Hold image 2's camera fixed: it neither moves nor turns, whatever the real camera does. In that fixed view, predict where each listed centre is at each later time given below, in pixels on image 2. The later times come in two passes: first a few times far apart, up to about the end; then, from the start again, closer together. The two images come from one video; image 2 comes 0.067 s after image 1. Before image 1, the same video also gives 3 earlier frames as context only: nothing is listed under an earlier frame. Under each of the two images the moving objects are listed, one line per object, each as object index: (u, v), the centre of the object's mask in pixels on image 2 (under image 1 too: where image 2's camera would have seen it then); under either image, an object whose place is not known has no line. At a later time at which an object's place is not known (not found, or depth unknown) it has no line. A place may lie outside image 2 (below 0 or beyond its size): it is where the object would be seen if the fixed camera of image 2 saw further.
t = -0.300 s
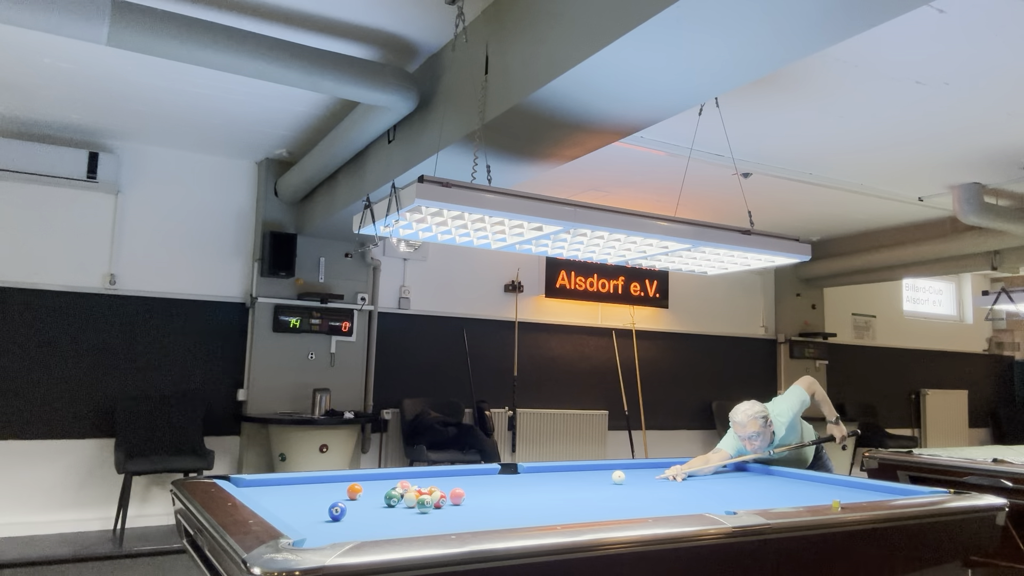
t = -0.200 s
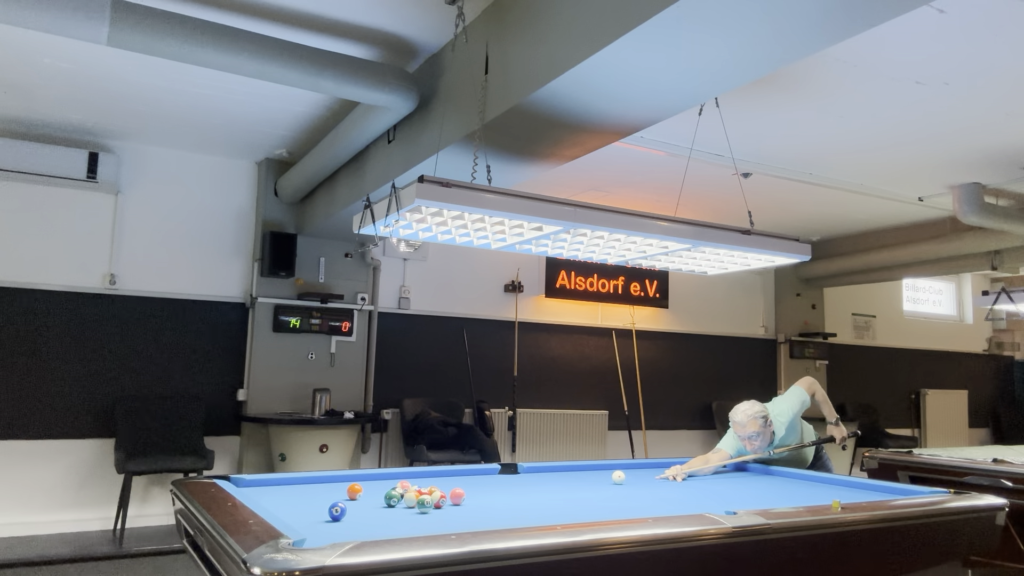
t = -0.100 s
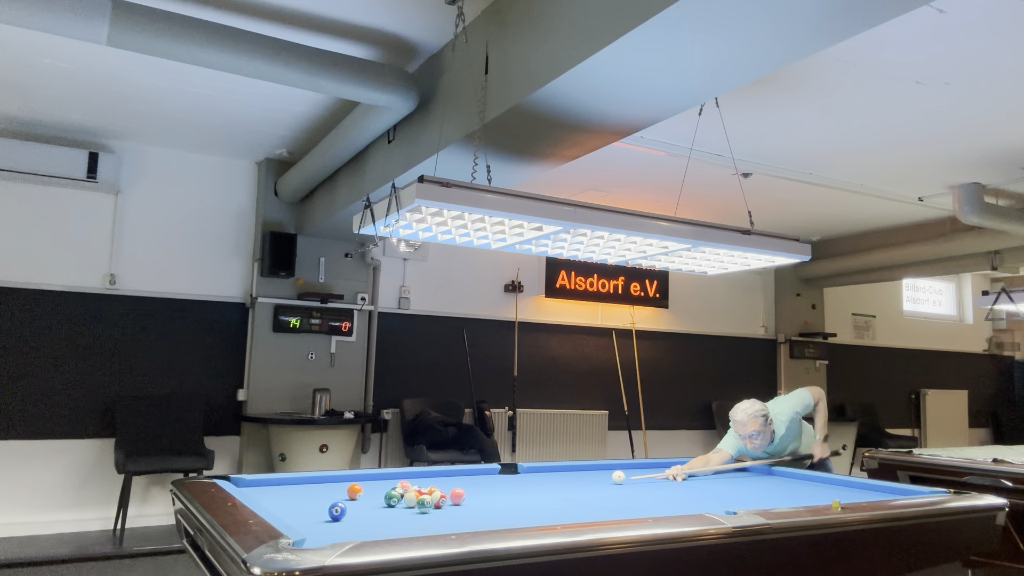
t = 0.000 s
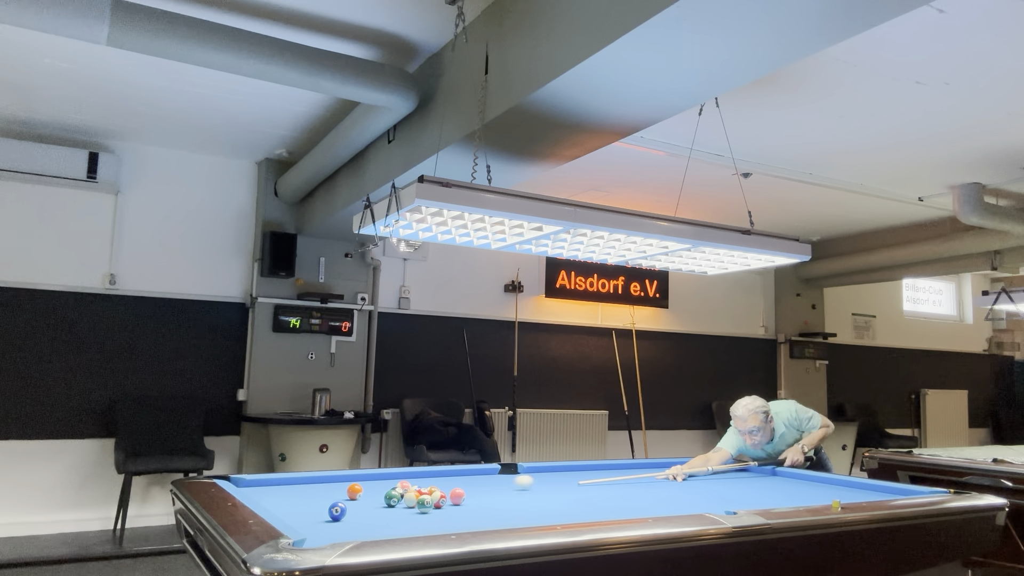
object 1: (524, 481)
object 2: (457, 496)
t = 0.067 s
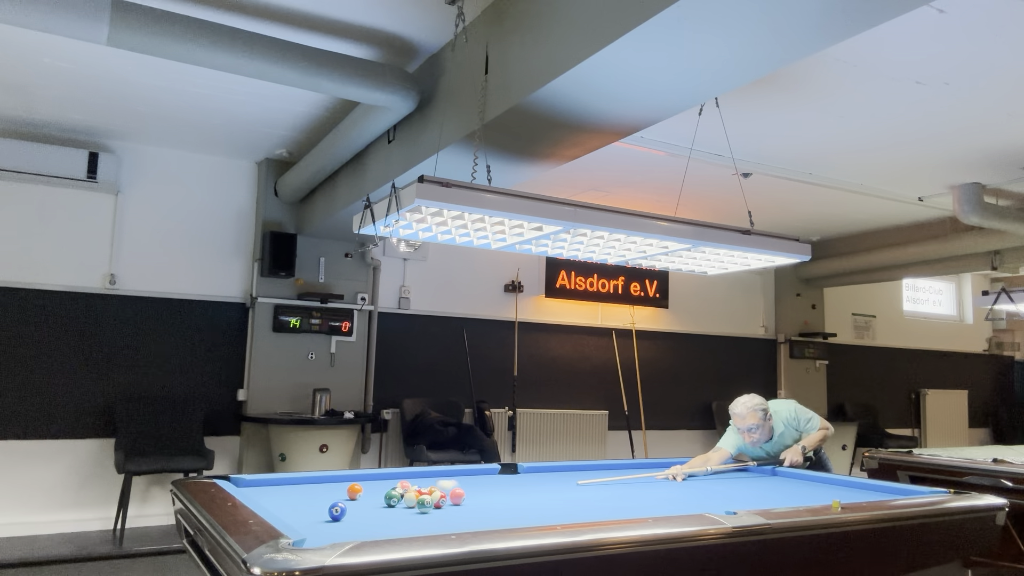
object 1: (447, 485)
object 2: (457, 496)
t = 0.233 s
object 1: (373, 487)
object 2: (463, 496)
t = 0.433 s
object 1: (342, 494)
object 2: (480, 498)
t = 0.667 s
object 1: (315, 496)
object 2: (499, 500)
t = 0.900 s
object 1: (289, 493)
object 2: (517, 502)
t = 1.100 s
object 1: (267, 499)
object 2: (532, 503)
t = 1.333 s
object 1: (270, 499)
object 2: (548, 505)
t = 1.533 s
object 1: (280, 499)
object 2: (562, 506)
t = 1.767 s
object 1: (293, 500)
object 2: (576, 508)
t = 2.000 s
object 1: (303, 499)
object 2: (589, 509)
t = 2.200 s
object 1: (312, 499)
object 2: (600, 510)
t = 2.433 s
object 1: (320, 499)
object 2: (611, 511)
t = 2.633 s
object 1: (326, 499)
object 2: (620, 511)
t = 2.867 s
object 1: (332, 500)
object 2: (628, 511)
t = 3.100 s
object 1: (336, 500)
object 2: (636, 511)
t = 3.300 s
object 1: (339, 500)
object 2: (641, 511)
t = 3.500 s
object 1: (341, 500)
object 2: (645, 512)
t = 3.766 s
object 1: (342, 500)
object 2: (648, 512)
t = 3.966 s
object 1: (342, 500)
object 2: (648, 512)
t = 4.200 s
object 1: (343, 500)
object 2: (648, 512)
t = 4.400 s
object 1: (342, 500)
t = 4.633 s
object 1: (342, 500)
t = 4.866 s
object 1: (342, 500)
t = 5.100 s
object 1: (342, 500)
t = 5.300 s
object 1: (342, 500)
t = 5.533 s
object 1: (342, 500)
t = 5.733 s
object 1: (344, 498)
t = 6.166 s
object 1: (343, 500)
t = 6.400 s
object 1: (342, 500)
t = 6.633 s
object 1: (342, 500)
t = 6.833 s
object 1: (342, 499)
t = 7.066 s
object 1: (342, 500)
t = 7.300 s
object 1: (343, 500)
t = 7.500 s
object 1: (343, 500)
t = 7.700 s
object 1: (342, 500)
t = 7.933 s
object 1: (343, 500)
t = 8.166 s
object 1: (342, 500)
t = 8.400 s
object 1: (342, 500)
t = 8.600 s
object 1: (342, 500)
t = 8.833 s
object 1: (342, 500)
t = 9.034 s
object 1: (342, 500)
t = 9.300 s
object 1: (342, 500)
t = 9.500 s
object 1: (342, 499)
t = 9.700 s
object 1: (342, 500)
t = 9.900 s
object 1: (342, 499)
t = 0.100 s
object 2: (457, 496)
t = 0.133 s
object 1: (407, 488)
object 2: (457, 496)
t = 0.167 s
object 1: (395, 487)
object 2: (460, 493)
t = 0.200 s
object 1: (384, 487)
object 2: (458, 493)
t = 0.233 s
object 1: (373, 487)
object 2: (463, 496)
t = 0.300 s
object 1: (358, 488)
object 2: (469, 497)
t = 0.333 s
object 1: (354, 489)
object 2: (472, 497)
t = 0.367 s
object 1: (351, 490)
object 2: (475, 498)
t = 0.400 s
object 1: (347, 493)
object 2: (477, 498)
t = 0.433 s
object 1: (342, 494)
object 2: (480, 498)
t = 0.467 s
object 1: (337, 494)
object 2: (483, 499)
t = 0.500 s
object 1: (333, 495)
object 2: (485, 499)
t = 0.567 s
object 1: (326, 495)
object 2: (491, 499)
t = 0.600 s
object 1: (322, 495)
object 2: (494, 500)
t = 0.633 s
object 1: (318, 496)
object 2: (496, 500)
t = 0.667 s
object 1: (315, 496)
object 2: (499, 500)
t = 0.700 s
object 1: (311, 496)
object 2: (502, 501)
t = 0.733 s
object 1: (307, 496)
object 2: (504, 501)
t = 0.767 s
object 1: (303, 497)
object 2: (507, 501)
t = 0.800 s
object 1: (300, 497)
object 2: (509, 501)
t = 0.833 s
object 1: (296, 496)
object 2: (512, 501)
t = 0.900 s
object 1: (289, 493)
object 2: (517, 502)
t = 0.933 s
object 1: (283, 497)
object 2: (520, 502)
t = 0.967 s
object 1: (281, 498)
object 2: (522, 503)
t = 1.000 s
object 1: (278, 499)
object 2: (524, 503)
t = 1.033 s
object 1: (274, 499)
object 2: (527, 503)
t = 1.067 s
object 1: (271, 499)
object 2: (530, 503)
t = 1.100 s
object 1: (267, 499)
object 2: (532, 503)
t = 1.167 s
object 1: (261, 497)
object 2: (537, 504)
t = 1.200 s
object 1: (263, 497)
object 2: (539, 504)
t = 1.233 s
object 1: (264, 498)
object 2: (542, 504)
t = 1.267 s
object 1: (266, 498)
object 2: (544, 505)
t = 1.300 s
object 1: (268, 499)
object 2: (546, 505)
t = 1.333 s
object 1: (270, 499)
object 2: (548, 505)
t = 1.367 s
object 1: (271, 499)
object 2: (551, 505)
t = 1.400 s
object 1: (273, 500)
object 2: (553, 506)
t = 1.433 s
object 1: (275, 500)
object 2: (555, 506)
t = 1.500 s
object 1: (278, 500)
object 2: (559, 506)
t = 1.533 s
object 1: (280, 499)
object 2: (562, 506)
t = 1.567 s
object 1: (282, 499)
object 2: (564, 507)
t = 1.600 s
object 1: (284, 499)
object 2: (566, 507)
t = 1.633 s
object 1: (286, 499)
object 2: (568, 507)
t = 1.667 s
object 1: (287, 499)
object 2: (570, 507)
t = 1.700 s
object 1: (289, 499)
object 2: (572, 508)
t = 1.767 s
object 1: (293, 500)
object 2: (576, 508)
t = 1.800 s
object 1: (294, 499)
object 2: (578, 508)
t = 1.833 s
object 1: (295, 500)
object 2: (580, 509)
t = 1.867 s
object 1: (297, 500)
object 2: (582, 509)
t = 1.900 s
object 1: (299, 499)
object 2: (584, 509)
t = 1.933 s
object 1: (300, 499)
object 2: (586, 509)
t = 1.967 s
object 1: (302, 499)
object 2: (588, 509)
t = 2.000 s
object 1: (303, 499)
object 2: (589, 509)
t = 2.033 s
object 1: (305, 499)
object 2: (591, 510)
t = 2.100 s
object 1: (308, 499)
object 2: (595, 510)
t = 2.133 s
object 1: (309, 500)
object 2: (597, 510)
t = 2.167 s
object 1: (310, 499)
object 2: (599, 510)
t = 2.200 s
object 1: (312, 499)
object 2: (600, 510)
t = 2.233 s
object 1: (313, 499)
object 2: (602, 510)
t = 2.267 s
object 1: (314, 499)
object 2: (603, 510)
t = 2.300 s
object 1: (315, 499)
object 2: (605, 510)
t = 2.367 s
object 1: (318, 500)
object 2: (608, 511)
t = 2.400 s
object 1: (319, 500)
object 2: (609, 511)
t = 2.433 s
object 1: (320, 499)
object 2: (611, 511)
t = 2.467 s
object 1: (321, 499)
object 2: (613, 511)
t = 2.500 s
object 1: (322, 499)
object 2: (614, 511)
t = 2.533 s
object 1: (323, 499)
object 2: (615, 511)
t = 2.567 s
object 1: (324, 499)
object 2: (617, 511)
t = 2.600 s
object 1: (325, 500)
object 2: (618, 511)
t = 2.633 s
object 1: (326, 499)
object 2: (620, 511)
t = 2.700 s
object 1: (328, 500)
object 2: (622, 511)
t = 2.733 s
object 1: (329, 500)
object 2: (624, 511)
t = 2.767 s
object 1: (329, 500)
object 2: (625, 511)
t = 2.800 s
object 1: (330, 500)
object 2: (626, 511)
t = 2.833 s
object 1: (331, 500)
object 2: (627, 511)
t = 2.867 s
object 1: (332, 500)
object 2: (628, 511)
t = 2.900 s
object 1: (332, 500)
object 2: (629, 511)
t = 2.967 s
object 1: (334, 500)
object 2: (632, 511)
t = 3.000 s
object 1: (335, 500)
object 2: (633, 511)
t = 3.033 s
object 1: (335, 500)
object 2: (634, 511)
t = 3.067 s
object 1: (336, 500)
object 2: (635, 511)
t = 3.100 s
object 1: (336, 500)
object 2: (636, 511)
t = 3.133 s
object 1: (337, 500)
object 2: (636, 511)
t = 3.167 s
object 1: (338, 500)
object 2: (637, 511)
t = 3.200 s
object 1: (338, 500)
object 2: (638, 511)
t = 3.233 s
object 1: (339, 500)
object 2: (639, 511)
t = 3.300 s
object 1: (339, 500)
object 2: (641, 511)
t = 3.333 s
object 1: (340, 500)
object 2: (641, 511)
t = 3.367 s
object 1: (340, 500)
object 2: (642, 511)
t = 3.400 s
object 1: (340, 500)
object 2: (643, 511)
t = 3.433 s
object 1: (341, 500)
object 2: (644, 512)
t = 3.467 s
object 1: (341, 500)
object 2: (644, 512)
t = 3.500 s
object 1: (341, 500)
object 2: (645, 512)
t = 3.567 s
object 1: (342, 500)
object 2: (646, 512)
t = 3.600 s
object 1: (342, 500)
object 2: (646, 512)
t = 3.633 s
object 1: (342, 500)
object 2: (647, 512)
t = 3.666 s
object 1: (342, 500)
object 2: (648, 512)
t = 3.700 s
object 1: (342, 500)
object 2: (648, 512)
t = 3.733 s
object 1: (342, 500)
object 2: (648, 512)
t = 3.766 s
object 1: (342, 500)
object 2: (648, 512)
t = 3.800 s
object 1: (343, 500)
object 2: (648, 512)
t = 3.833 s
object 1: (343, 500)
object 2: (648, 512)
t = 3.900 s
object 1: (343, 500)
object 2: (648, 512)
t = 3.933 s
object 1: (343, 500)
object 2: (648, 512)
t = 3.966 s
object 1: (342, 500)
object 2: (648, 512)
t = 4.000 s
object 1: (342, 500)
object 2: (648, 512)
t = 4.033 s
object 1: (342, 500)
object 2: (648, 512)
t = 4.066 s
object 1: (343, 500)
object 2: (648, 512)
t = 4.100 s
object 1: (342, 500)
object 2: (648, 512)
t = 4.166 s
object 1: (342, 500)
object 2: (648, 512)
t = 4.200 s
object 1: (343, 500)
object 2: (648, 512)
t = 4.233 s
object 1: (342, 500)
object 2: (648, 512)
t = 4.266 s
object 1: (343, 500)
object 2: (648, 512)
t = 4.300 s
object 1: (343, 500)
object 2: (648, 512)
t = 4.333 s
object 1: (342, 500)
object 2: (648, 512)
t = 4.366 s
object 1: (343, 500)
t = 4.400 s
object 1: (342, 500)
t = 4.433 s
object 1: (343, 500)
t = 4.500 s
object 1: (343, 500)
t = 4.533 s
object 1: (342, 500)
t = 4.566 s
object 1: (342, 500)
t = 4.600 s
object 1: (343, 500)
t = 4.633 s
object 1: (342, 500)
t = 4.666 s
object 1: (342, 500)
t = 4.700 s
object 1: (342, 500)
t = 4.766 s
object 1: (343, 500)
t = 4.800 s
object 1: (342, 500)
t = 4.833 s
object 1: (342, 500)
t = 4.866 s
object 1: (342, 500)
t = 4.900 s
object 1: (343, 500)
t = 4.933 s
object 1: (342, 500)
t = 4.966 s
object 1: (342, 500)
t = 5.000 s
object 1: (343, 500)
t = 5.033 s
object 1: (342, 500)
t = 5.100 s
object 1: (342, 500)
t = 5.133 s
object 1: (342, 500)
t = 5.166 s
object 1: (342, 500)
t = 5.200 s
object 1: (342, 500)
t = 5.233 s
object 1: (342, 500)
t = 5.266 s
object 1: (342, 500)
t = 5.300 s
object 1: (342, 500)
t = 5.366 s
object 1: (342, 500)
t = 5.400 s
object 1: (342, 500)
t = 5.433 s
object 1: (342, 500)
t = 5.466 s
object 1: (342, 500)
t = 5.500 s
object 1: (342, 500)
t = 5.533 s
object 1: (342, 500)
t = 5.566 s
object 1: (342, 500)
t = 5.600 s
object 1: (342, 500)
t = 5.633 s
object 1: (342, 500)
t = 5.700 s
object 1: (341, 501)
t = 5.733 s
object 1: (344, 498)
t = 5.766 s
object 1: (342, 500)
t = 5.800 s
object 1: (342, 500)
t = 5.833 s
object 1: (342, 500)
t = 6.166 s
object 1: (343, 500)
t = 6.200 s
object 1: (342, 499)
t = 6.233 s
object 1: (342, 500)
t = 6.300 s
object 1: (342, 500)
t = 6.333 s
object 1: (342, 500)
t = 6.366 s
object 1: (342, 500)
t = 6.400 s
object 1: (342, 500)
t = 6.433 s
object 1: (342, 500)
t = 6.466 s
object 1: (342, 500)
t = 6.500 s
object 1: (342, 500)
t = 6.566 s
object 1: (342, 500)
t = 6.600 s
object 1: (342, 500)
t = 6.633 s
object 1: (342, 500)
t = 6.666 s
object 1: (342, 500)
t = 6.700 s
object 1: (342, 500)
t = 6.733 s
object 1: (342, 500)
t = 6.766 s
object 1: (342, 499)
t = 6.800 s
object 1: (342, 500)
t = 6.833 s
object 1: (342, 499)
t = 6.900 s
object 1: (342, 499)
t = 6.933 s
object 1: (342, 500)
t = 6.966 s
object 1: (342, 500)
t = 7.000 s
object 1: (342, 500)
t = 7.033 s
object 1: (342, 500)
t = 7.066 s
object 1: (342, 500)
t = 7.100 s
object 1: (342, 500)
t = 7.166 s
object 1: (342, 500)
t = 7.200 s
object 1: (342, 500)
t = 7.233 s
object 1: (342, 500)
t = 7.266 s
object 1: (342, 500)
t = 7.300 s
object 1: (343, 500)
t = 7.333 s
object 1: (342, 500)
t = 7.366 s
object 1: (342, 500)
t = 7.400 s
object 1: (342, 500)
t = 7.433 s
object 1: (342, 500)
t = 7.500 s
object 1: (343, 500)
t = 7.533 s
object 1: (342, 500)
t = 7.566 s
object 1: (343, 500)
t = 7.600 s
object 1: (343, 500)
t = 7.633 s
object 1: (342, 500)
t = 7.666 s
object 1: (342, 500)
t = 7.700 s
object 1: (342, 500)
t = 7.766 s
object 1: (342, 500)
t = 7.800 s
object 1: (342, 500)
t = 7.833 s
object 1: (342, 500)
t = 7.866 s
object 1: (343, 500)
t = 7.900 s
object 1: (343, 500)
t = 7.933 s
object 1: (343, 500)
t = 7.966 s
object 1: (342, 500)
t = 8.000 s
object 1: (342, 500)
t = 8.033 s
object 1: (343, 500)
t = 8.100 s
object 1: (342, 500)
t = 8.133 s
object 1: (342, 500)
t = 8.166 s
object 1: (342, 500)
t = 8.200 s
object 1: (343, 500)
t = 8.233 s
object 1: (342, 500)
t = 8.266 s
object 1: (342, 500)
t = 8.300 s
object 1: (342, 500)
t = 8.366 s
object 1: (342, 500)
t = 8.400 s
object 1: (342, 500)
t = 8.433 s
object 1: (342, 500)
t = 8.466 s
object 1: (342, 500)
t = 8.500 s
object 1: (342, 500)
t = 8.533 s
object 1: (342, 500)
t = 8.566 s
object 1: (342, 500)
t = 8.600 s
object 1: (342, 500)
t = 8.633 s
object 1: (342, 500)
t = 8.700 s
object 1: (342, 500)
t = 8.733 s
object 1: (342, 500)
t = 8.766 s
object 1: (342, 500)
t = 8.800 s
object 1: (342, 500)
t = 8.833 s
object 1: (342, 500)
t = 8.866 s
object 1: (342, 500)
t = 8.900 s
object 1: (342, 500)
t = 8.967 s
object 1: (342, 500)
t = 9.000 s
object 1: (342, 500)
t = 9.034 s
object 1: (342, 500)
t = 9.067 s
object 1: (342, 500)
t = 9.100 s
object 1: (342, 500)
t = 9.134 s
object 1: (342, 500)
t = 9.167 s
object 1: (342, 499)
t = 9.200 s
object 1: (342, 500)
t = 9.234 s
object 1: (342, 499)
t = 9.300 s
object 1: (342, 500)
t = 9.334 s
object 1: (342, 499)
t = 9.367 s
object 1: (342, 499)
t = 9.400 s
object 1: (342, 500)
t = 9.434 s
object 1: (342, 499)
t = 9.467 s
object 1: (342, 499)
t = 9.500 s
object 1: (342, 499)
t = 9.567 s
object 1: (342, 500)
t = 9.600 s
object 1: (342, 500)
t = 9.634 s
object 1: (342, 500)
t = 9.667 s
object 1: (342, 500)
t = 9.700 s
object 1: (342, 500)
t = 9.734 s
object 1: (342, 500)
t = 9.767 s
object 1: (342, 500)
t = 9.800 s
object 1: (342, 499)
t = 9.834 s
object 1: (342, 500)
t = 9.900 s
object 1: (342, 499)
